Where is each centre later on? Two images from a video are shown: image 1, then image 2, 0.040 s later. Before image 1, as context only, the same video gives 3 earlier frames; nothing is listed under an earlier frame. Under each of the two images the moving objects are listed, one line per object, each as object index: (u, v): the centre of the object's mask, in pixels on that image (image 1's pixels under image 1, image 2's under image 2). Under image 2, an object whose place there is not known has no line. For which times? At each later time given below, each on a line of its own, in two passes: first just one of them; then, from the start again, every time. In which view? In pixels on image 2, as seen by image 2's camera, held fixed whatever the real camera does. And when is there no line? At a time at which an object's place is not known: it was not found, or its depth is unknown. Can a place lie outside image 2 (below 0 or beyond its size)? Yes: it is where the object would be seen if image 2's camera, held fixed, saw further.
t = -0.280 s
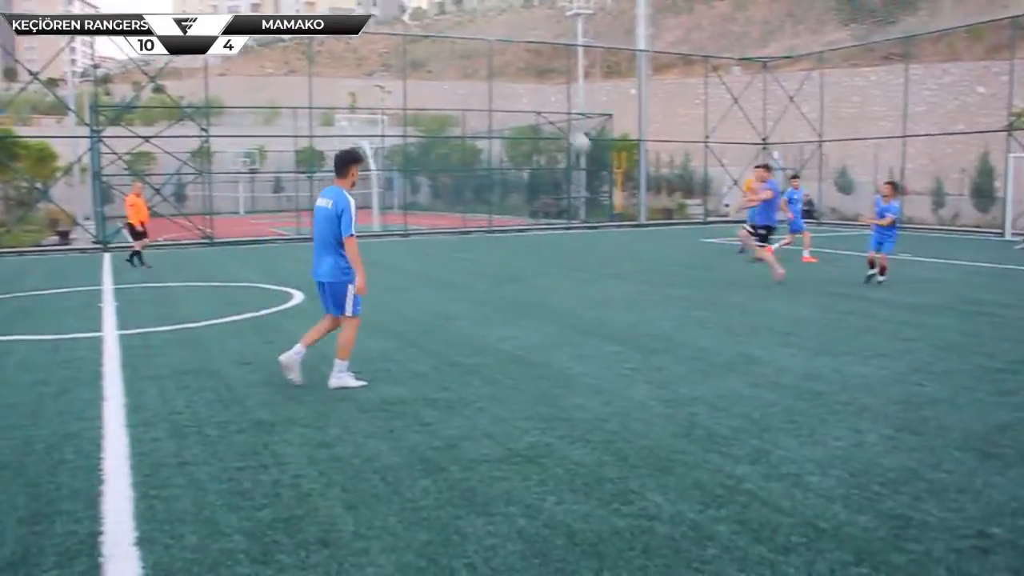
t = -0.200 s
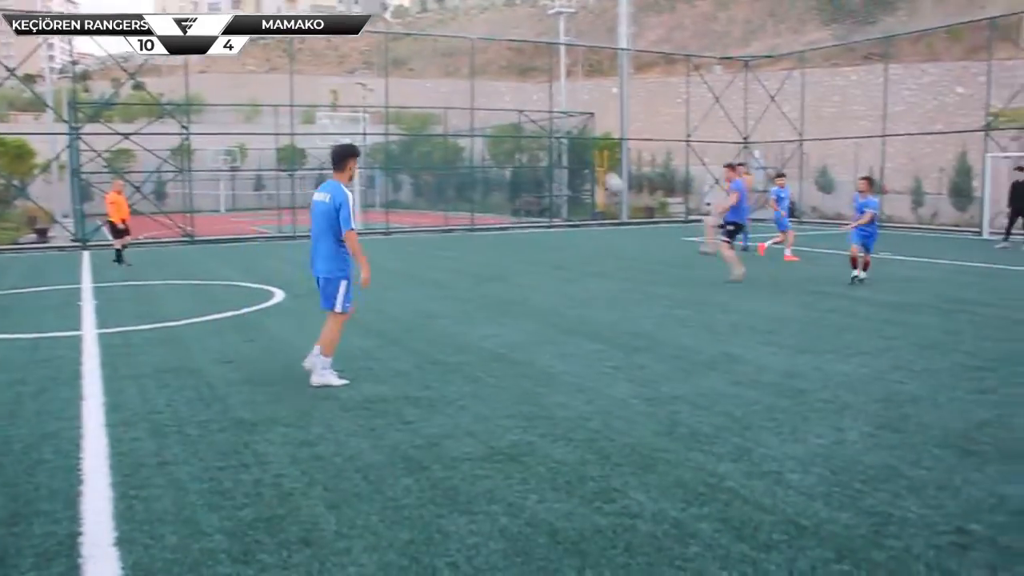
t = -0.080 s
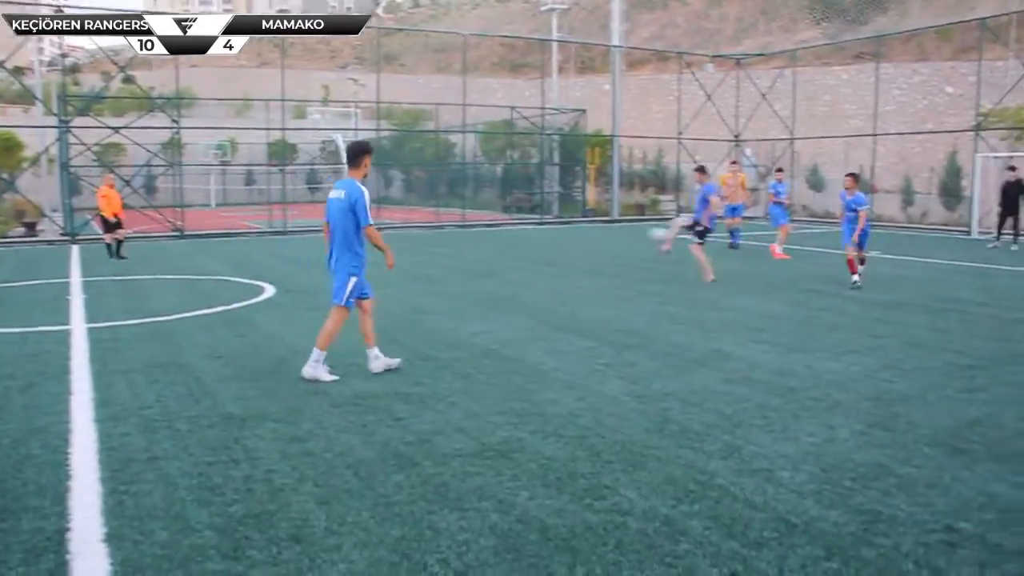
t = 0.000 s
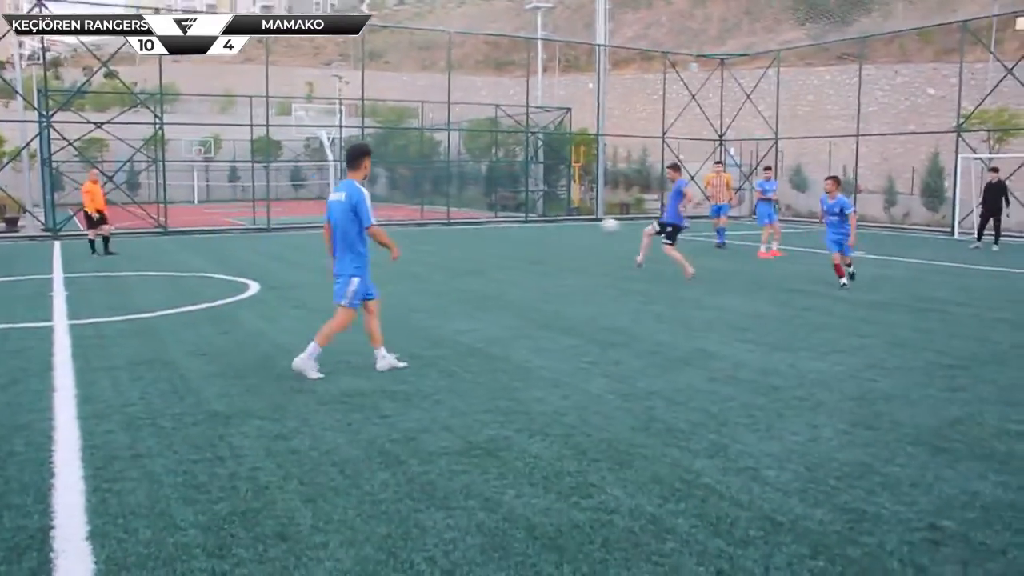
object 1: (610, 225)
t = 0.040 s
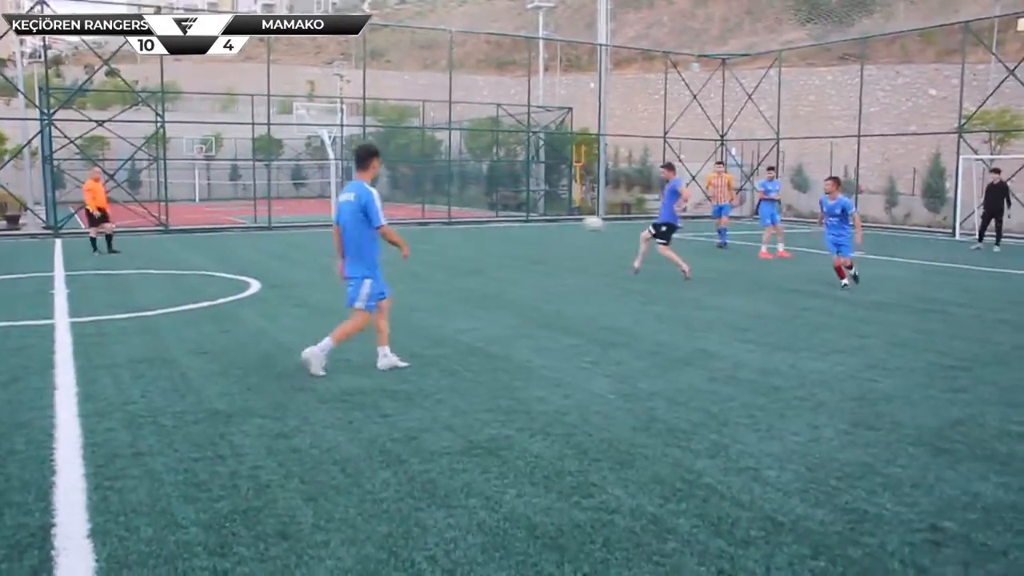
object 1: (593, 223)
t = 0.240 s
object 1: (495, 226)
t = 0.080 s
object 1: (575, 221)
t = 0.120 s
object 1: (556, 221)
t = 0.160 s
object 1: (536, 222)
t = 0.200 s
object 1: (516, 223)
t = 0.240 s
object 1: (495, 226)
